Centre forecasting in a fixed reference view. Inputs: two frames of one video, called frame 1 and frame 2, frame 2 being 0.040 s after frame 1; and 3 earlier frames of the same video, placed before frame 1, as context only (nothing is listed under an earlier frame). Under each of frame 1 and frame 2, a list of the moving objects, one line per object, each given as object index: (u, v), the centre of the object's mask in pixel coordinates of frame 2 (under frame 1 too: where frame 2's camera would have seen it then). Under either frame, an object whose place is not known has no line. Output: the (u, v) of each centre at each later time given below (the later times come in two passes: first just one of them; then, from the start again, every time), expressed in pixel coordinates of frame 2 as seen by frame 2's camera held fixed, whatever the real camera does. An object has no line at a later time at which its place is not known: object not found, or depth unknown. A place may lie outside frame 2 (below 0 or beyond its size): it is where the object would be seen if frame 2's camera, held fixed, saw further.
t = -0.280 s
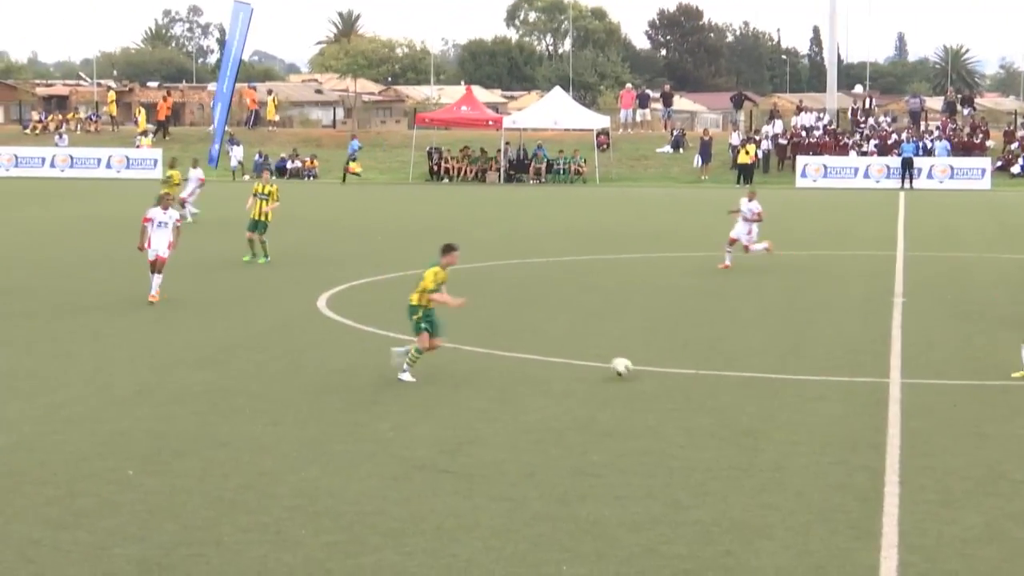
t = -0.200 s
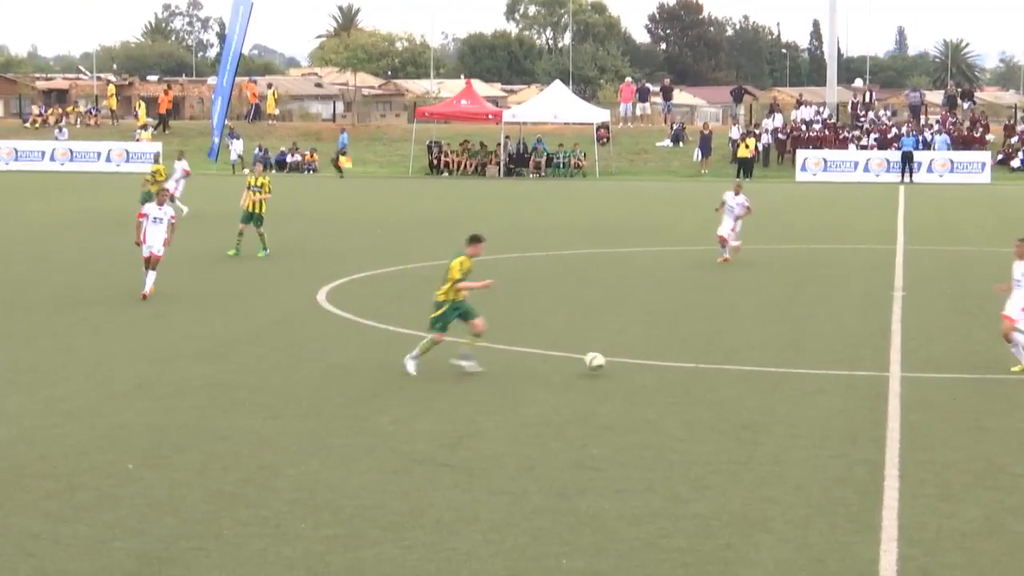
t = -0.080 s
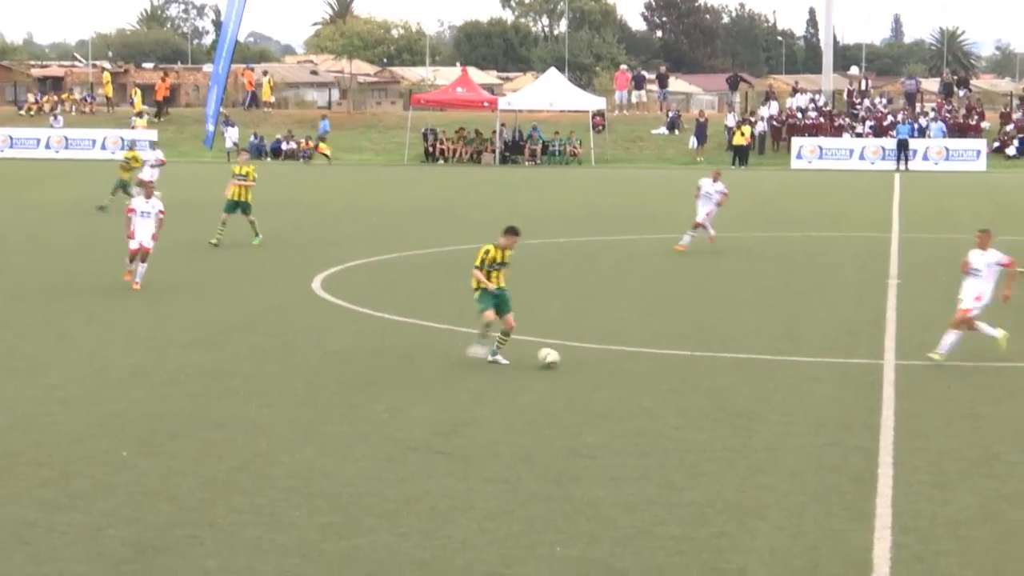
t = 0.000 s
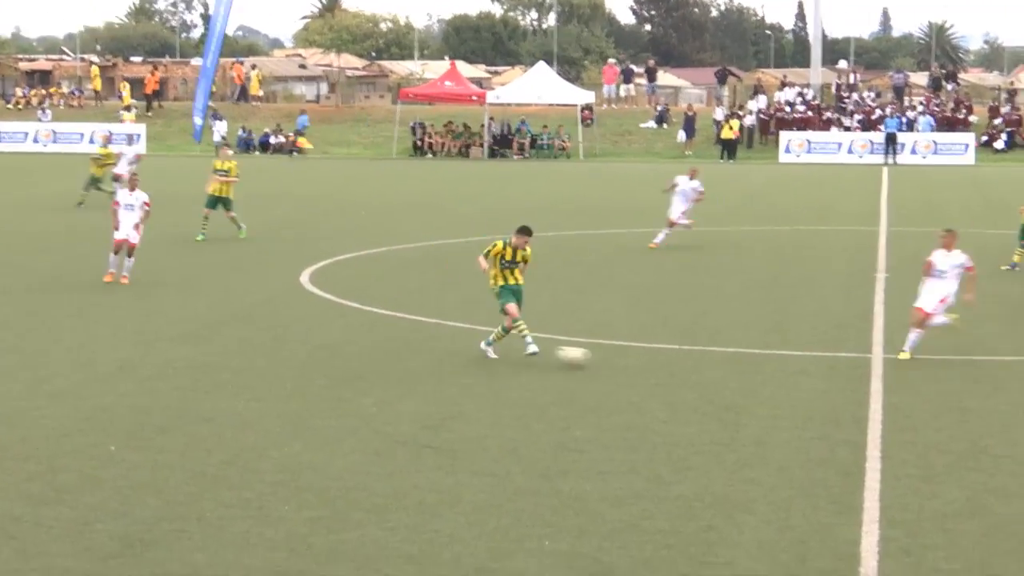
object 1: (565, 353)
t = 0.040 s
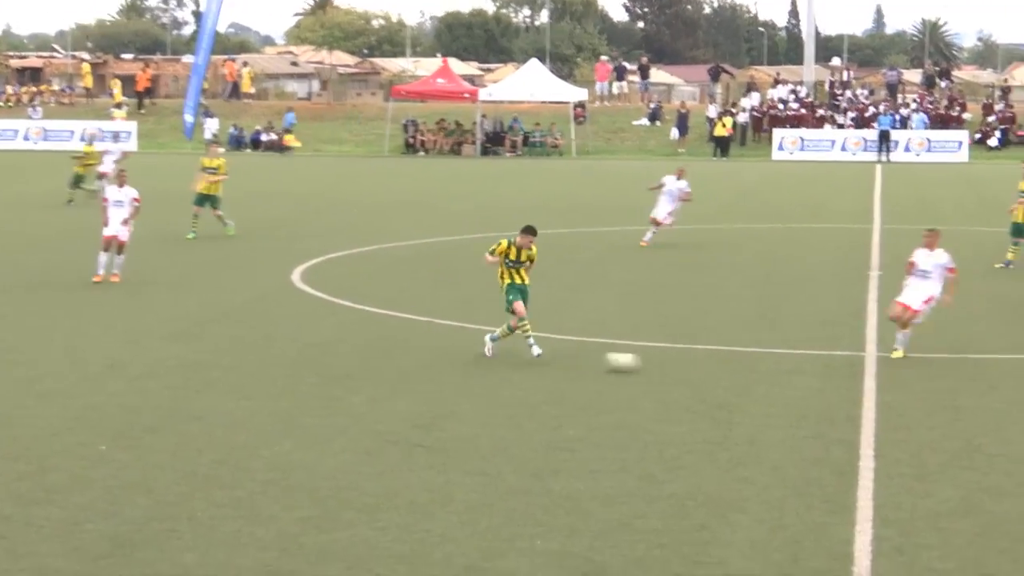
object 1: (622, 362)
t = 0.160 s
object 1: (792, 376)
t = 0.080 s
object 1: (678, 365)
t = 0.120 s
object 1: (734, 369)
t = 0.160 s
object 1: (792, 376)
